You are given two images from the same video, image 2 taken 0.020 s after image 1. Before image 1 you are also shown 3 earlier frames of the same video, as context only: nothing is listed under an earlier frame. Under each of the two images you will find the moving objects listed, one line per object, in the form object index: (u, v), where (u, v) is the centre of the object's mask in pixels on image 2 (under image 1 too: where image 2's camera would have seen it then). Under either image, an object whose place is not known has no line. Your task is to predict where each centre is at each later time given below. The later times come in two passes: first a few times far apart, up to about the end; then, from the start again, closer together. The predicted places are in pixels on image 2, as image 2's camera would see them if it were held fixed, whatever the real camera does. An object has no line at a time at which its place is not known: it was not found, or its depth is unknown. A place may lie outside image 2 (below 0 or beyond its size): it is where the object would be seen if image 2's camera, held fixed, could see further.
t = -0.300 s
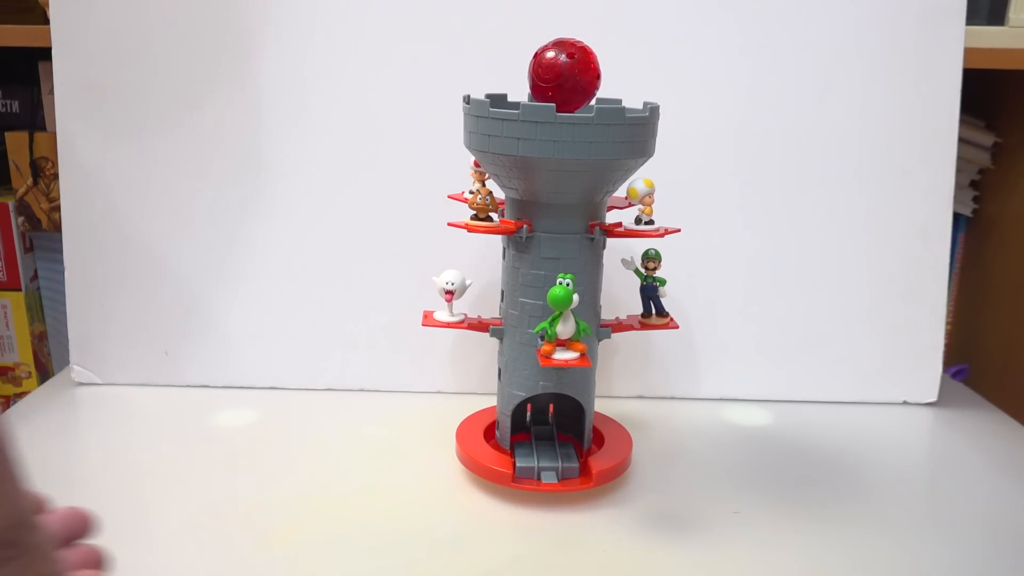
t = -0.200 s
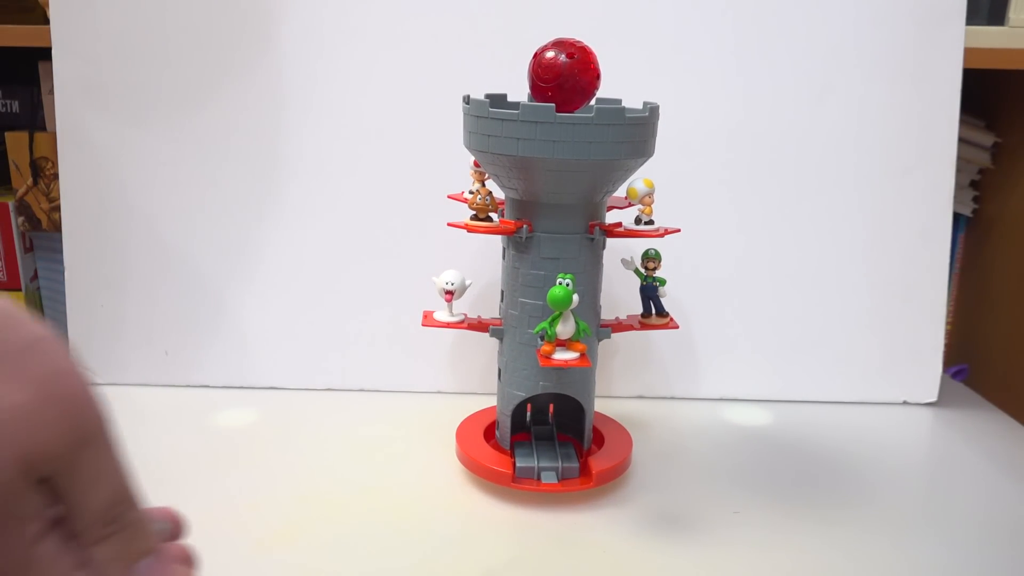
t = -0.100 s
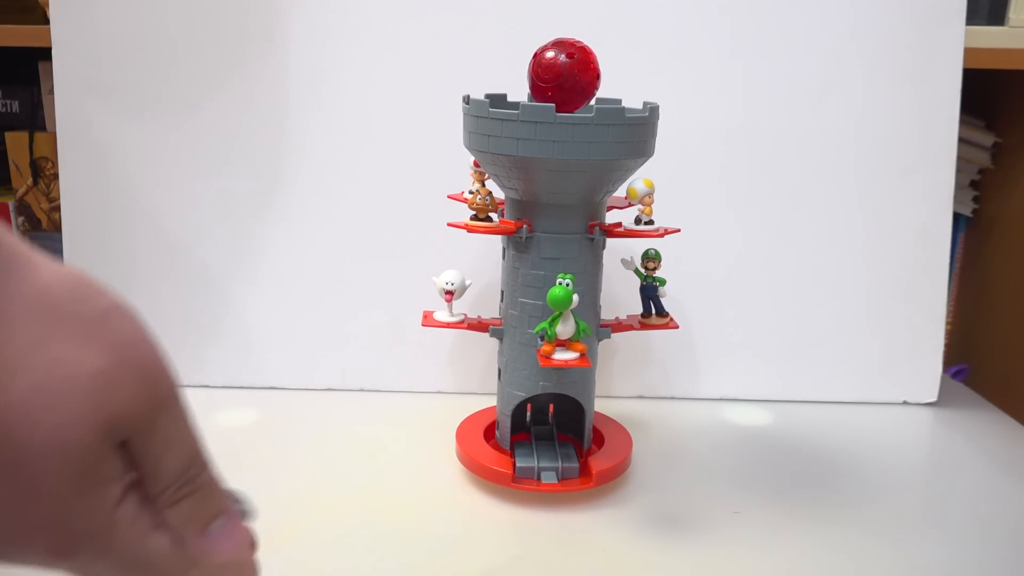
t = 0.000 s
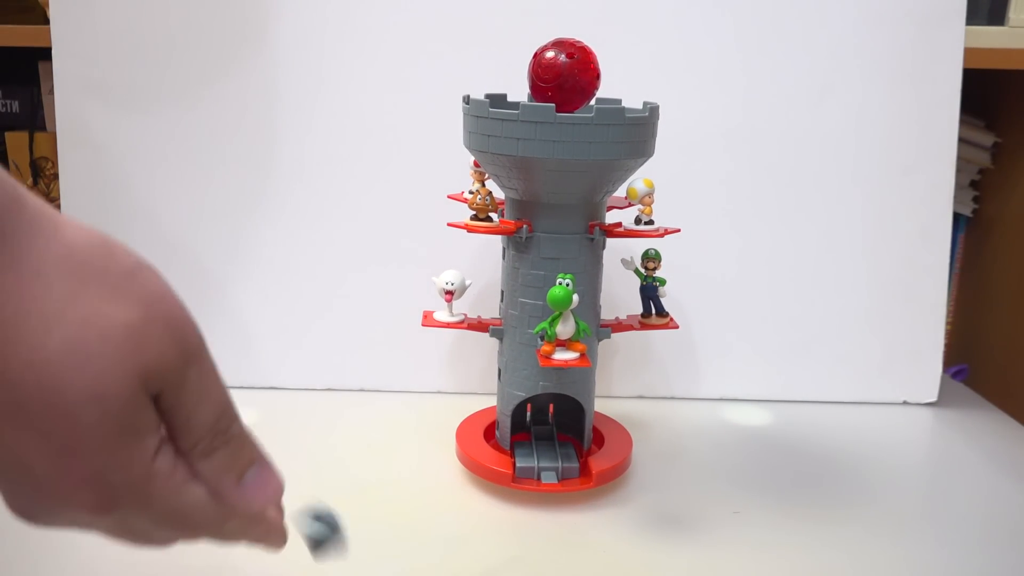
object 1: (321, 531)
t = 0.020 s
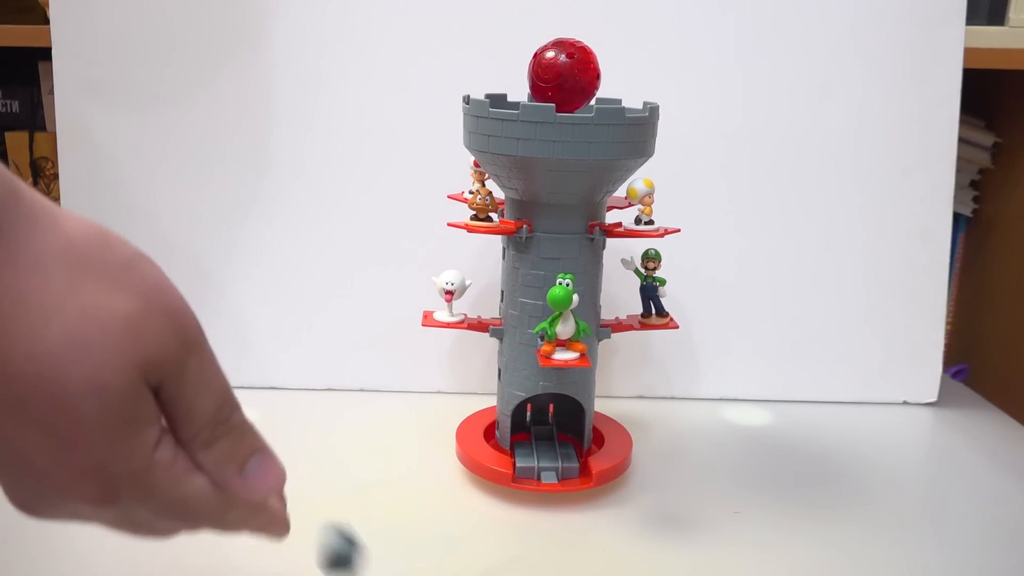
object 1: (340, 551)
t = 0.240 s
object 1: (572, 550)
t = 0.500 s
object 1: (717, 486)
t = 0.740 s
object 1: (745, 473)
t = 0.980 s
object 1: (745, 473)
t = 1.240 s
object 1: (745, 473)
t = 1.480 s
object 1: (745, 473)
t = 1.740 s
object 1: (745, 473)
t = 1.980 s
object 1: (744, 473)
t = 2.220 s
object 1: (745, 473)
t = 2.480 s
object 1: (745, 473)
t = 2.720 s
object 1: (745, 473)
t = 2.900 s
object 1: (745, 473)
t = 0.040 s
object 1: (357, 566)
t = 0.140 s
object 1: (480, 573)
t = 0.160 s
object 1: (504, 568)
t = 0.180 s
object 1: (519, 561)
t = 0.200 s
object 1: (538, 557)
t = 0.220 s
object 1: (553, 556)
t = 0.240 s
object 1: (572, 550)
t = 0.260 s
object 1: (588, 536)
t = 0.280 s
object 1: (600, 530)
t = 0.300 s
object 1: (611, 528)
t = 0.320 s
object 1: (628, 522)
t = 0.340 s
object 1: (640, 515)
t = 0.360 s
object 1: (652, 508)
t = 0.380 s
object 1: (662, 507)
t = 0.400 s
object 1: (673, 500)
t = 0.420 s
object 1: (683, 499)
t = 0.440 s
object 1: (691, 497)
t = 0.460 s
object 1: (700, 492)
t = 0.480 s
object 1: (710, 489)
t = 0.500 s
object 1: (717, 486)
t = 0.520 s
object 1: (723, 482)
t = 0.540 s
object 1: (727, 480)
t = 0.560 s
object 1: (733, 479)
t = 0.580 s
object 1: (736, 477)
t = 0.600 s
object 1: (740, 475)
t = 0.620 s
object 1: (742, 474)
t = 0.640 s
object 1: (744, 473)
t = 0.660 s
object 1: (744, 473)
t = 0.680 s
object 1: (745, 473)
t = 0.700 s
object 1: (745, 473)
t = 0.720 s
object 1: (745, 473)
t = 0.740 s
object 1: (745, 473)
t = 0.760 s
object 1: (745, 473)
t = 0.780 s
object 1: (745, 473)
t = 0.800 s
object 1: (745, 473)
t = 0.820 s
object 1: (745, 473)
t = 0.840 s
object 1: (745, 473)
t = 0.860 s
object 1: (745, 473)
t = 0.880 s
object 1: (745, 473)
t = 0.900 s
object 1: (745, 473)
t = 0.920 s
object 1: (745, 473)
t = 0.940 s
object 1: (745, 473)
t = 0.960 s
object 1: (745, 473)
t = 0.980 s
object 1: (745, 473)
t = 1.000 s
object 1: (745, 473)
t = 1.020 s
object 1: (745, 473)
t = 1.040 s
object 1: (745, 473)
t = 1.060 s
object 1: (745, 473)
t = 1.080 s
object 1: (745, 473)
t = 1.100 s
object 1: (745, 473)
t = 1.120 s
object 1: (745, 473)
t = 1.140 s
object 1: (745, 473)
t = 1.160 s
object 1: (745, 473)
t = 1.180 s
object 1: (745, 473)
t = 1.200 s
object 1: (745, 473)
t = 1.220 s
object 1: (745, 473)
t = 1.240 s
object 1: (745, 473)
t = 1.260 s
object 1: (745, 473)
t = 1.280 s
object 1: (745, 473)
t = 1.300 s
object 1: (745, 473)
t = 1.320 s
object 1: (745, 473)
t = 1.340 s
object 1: (745, 473)
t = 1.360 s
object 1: (745, 473)
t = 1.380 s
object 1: (745, 473)
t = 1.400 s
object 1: (745, 473)
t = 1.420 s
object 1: (745, 473)
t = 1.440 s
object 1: (745, 473)
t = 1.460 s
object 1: (745, 473)
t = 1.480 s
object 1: (745, 473)
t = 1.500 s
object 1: (745, 473)
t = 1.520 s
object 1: (745, 473)
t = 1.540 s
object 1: (745, 473)
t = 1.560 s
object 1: (745, 473)
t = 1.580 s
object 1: (745, 473)
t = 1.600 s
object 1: (745, 473)
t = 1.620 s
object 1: (745, 473)
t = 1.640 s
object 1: (745, 473)
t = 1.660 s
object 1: (745, 473)
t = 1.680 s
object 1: (745, 473)
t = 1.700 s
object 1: (745, 473)
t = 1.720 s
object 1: (745, 473)
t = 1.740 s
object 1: (745, 473)
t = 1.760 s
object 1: (745, 473)
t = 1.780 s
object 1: (745, 473)
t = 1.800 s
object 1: (745, 473)
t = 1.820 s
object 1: (745, 473)
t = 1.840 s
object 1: (745, 473)
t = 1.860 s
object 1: (745, 473)
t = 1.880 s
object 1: (745, 473)
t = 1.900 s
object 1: (745, 473)
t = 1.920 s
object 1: (745, 473)
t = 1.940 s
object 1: (745, 473)
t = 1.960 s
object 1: (744, 473)
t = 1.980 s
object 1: (744, 473)
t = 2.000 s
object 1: (744, 473)
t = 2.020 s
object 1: (744, 473)
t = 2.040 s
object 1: (745, 473)
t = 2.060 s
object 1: (745, 473)
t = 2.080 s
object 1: (745, 473)
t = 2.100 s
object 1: (745, 473)
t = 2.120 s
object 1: (745, 473)
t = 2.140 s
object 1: (745, 473)
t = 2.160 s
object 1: (745, 473)
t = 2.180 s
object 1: (745, 473)
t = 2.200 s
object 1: (745, 473)
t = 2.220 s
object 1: (745, 473)
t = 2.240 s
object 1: (745, 473)
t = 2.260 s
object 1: (745, 473)
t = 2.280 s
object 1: (745, 473)
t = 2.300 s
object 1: (745, 473)
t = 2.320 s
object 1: (745, 473)
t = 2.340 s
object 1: (745, 473)
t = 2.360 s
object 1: (745, 473)
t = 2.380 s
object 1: (745, 473)
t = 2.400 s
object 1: (745, 473)
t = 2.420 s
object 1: (745, 473)
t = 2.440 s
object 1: (745, 473)
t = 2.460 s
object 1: (745, 473)
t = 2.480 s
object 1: (745, 473)
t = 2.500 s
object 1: (745, 473)
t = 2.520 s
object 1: (745, 473)
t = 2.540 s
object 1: (745, 473)
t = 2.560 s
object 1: (745, 473)
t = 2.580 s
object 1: (745, 473)
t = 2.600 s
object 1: (745, 473)
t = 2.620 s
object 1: (745, 473)
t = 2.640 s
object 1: (745, 473)
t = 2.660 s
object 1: (745, 473)
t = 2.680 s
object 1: (745, 473)
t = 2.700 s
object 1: (745, 473)
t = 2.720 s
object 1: (745, 473)
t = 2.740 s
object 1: (745, 473)
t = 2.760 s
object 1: (745, 473)
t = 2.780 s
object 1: (745, 473)
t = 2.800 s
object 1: (745, 473)
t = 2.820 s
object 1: (745, 473)
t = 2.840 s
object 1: (745, 473)
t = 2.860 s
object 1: (745, 473)
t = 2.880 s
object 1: (745, 473)
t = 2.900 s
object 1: (745, 473)
